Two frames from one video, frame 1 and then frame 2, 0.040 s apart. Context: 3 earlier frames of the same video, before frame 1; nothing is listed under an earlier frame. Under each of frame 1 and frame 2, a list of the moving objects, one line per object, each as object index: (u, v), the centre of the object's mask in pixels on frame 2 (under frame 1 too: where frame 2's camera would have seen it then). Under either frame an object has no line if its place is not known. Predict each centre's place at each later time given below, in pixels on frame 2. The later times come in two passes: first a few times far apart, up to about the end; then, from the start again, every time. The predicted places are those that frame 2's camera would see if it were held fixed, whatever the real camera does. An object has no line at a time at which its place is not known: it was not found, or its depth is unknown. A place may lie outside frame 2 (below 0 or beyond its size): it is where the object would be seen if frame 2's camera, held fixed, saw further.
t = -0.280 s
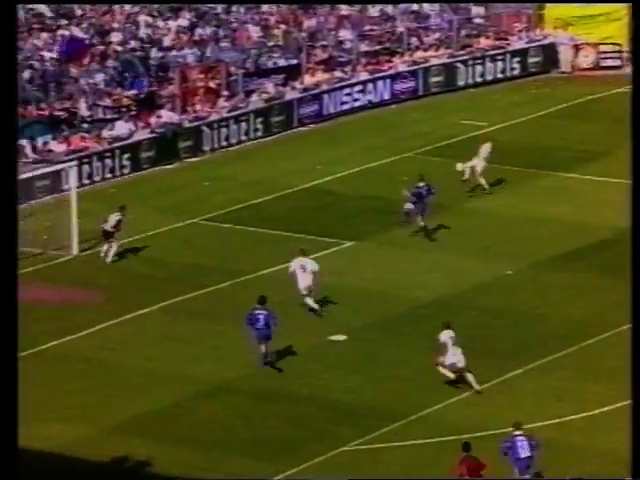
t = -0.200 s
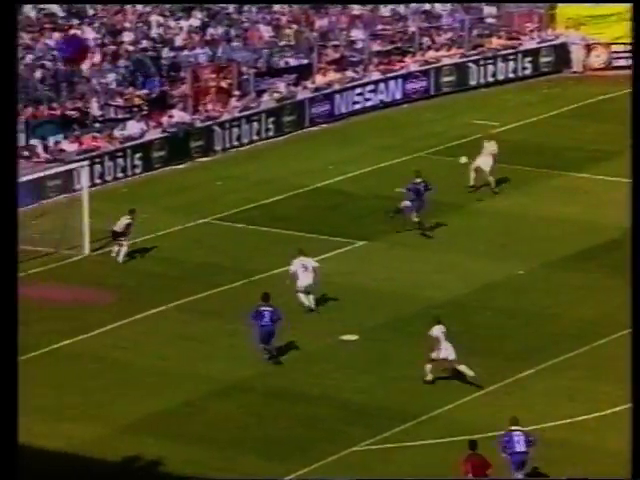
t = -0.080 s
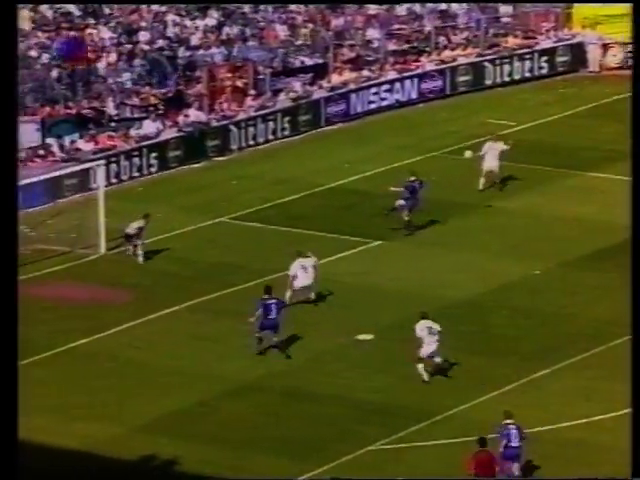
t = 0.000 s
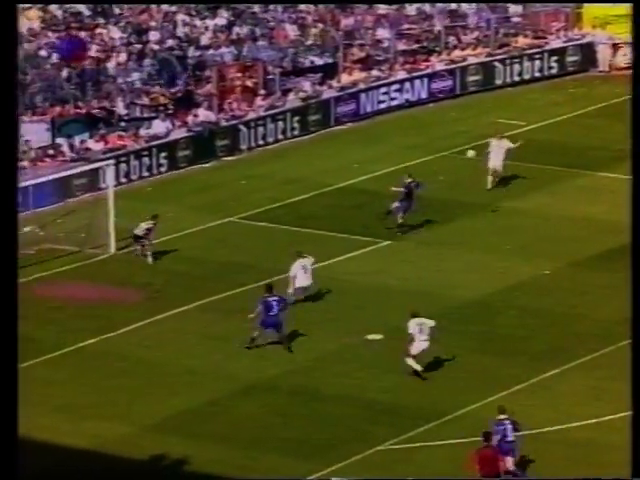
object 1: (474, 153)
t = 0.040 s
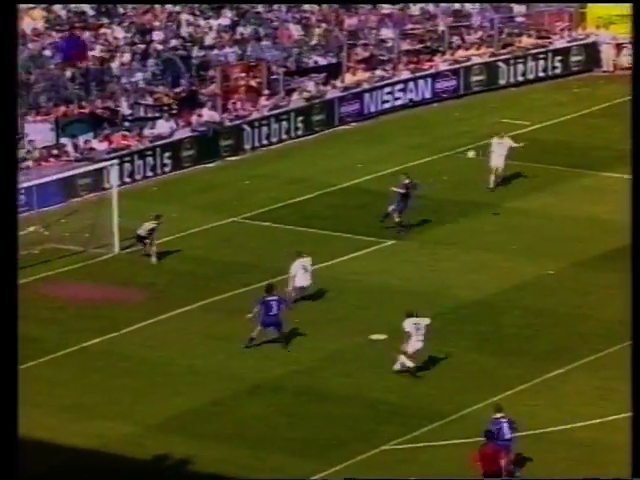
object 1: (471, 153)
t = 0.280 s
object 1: (451, 172)
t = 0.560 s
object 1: (430, 223)
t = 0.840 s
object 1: (413, 303)
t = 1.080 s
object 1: (402, 288)
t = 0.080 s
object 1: (467, 155)
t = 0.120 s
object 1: (464, 157)
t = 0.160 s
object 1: (460, 160)
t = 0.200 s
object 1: (457, 163)
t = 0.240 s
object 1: (454, 167)
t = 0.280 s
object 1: (451, 172)
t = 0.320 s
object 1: (447, 177)
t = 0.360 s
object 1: (444, 182)
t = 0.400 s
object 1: (441, 190)
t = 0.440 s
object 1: (438, 197)
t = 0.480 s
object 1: (435, 205)
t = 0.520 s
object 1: (433, 214)
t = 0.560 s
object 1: (430, 223)
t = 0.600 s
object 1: (427, 233)
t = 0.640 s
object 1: (425, 244)
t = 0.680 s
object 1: (422, 255)
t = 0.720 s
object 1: (420, 267)
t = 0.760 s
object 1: (417, 281)
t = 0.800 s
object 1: (415, 294)
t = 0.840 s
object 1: (413, 303)
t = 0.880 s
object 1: (411, 299)
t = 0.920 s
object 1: (409, 295)
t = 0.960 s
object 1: (407, 292)
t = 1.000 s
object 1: (405, 291)
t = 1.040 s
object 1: (404, 289)
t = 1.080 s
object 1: (402, 288)
